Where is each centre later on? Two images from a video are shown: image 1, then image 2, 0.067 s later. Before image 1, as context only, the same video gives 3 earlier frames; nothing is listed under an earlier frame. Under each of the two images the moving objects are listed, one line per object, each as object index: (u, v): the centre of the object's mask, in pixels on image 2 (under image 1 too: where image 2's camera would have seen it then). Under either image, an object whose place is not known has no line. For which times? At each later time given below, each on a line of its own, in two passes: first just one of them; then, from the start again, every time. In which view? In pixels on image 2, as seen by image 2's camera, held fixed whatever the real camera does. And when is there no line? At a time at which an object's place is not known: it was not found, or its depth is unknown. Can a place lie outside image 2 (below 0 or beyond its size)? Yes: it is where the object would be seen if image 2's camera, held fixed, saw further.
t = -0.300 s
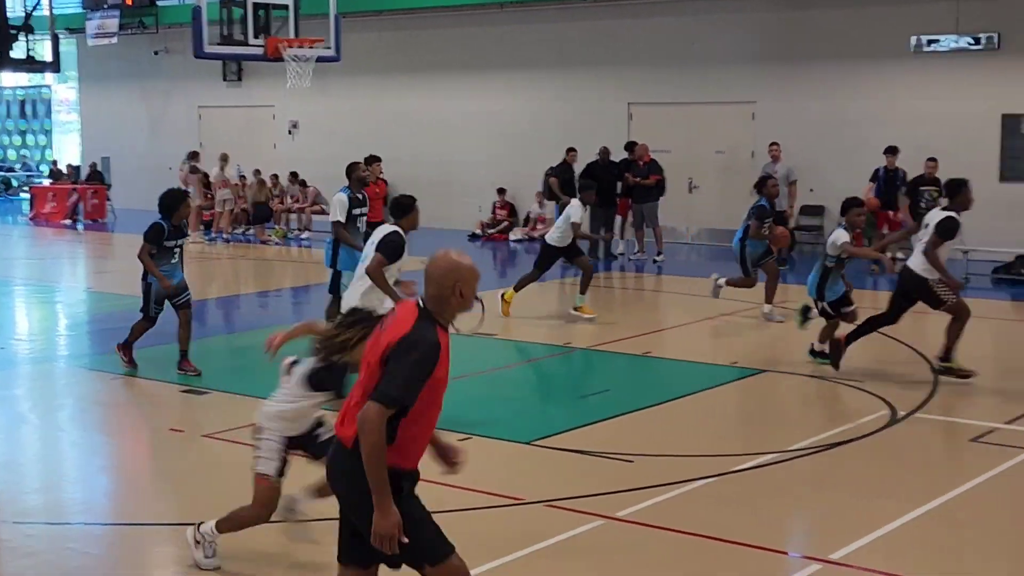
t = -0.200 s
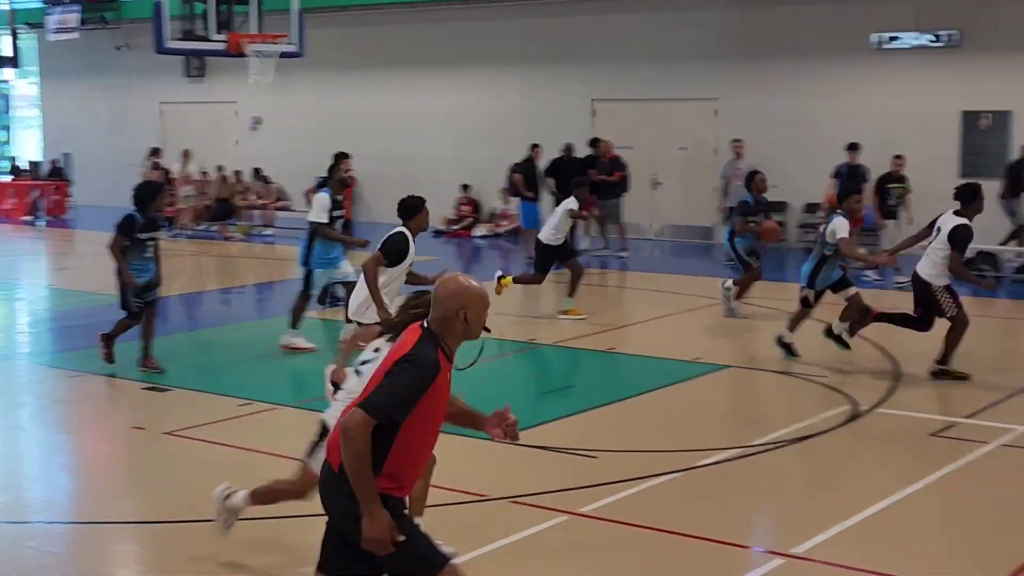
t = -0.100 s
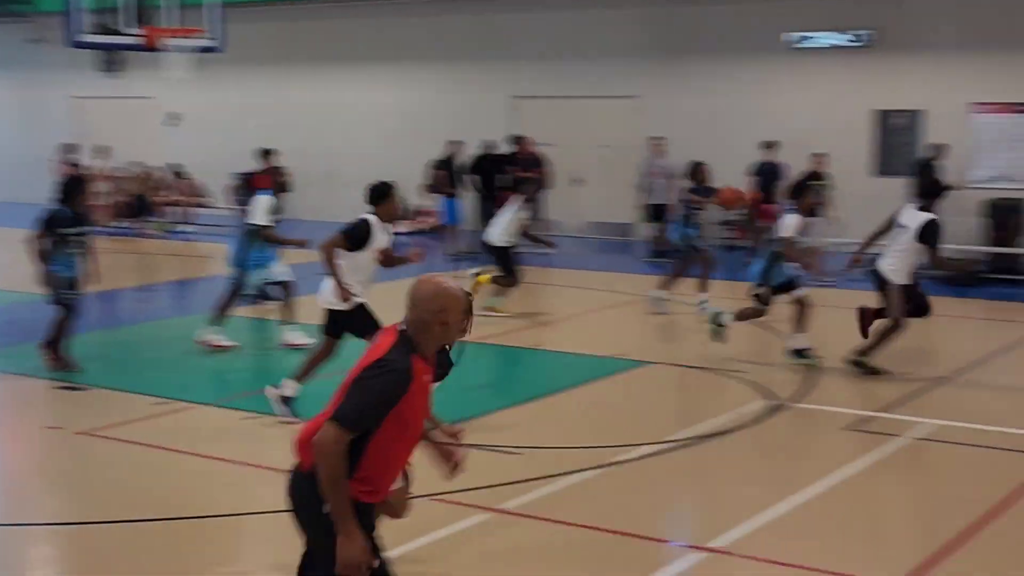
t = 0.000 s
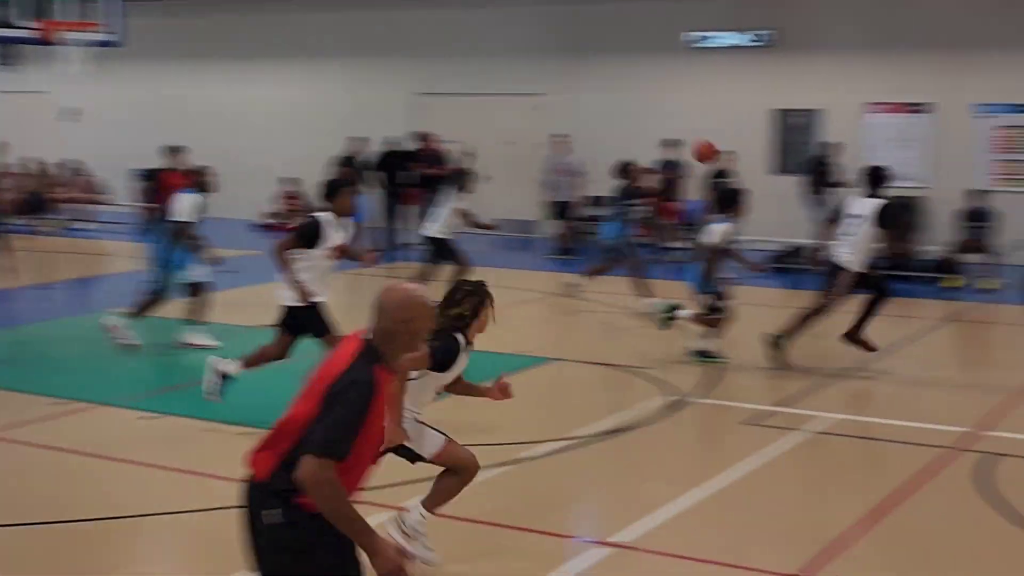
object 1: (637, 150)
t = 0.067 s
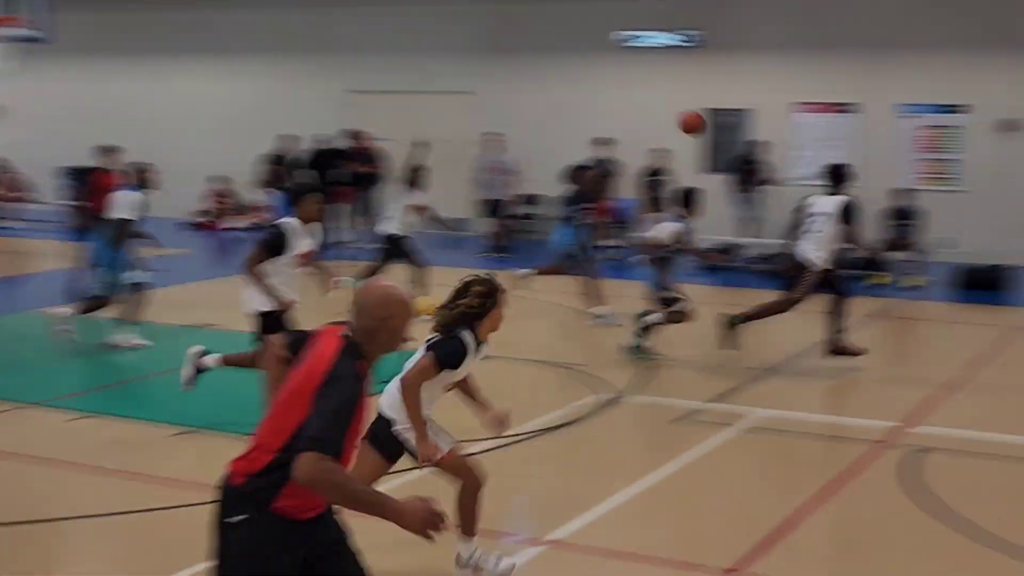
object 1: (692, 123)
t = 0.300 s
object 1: (922, 40)
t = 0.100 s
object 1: (721, 109)
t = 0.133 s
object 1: (750, 96)
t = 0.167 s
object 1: (782, 84)
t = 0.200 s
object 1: (815, 73)
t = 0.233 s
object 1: (848, 61)
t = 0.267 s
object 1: (884, 50)
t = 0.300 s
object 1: (922, 40)
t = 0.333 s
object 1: (960, 30)
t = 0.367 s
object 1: (1000, 21)
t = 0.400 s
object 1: (1041, 12)
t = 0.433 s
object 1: (1086, 5)
